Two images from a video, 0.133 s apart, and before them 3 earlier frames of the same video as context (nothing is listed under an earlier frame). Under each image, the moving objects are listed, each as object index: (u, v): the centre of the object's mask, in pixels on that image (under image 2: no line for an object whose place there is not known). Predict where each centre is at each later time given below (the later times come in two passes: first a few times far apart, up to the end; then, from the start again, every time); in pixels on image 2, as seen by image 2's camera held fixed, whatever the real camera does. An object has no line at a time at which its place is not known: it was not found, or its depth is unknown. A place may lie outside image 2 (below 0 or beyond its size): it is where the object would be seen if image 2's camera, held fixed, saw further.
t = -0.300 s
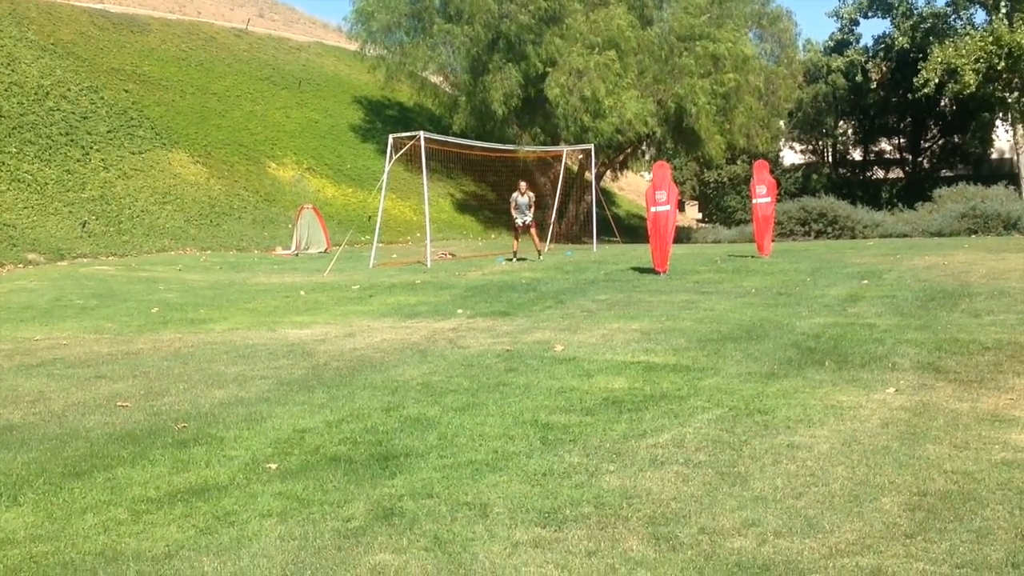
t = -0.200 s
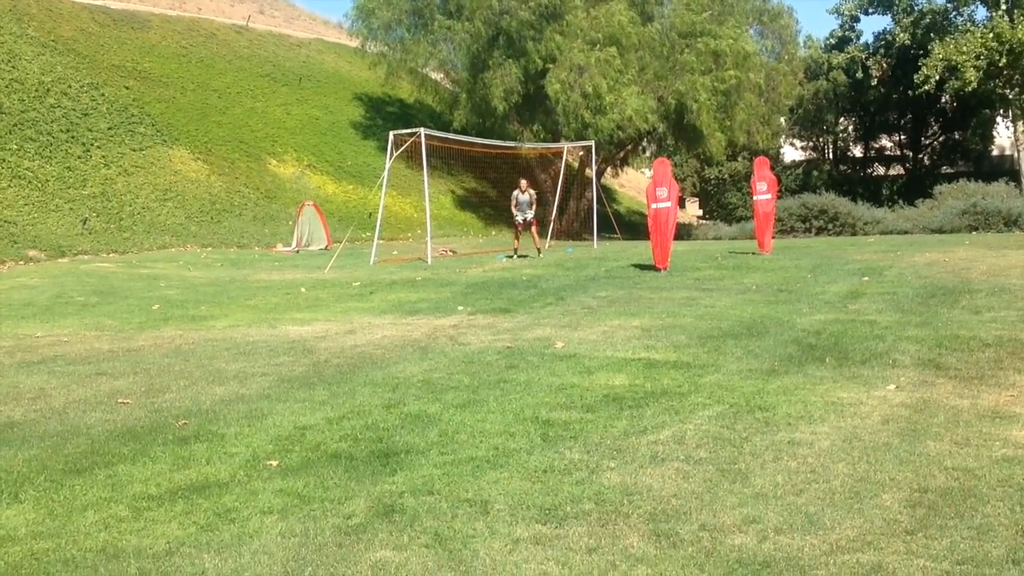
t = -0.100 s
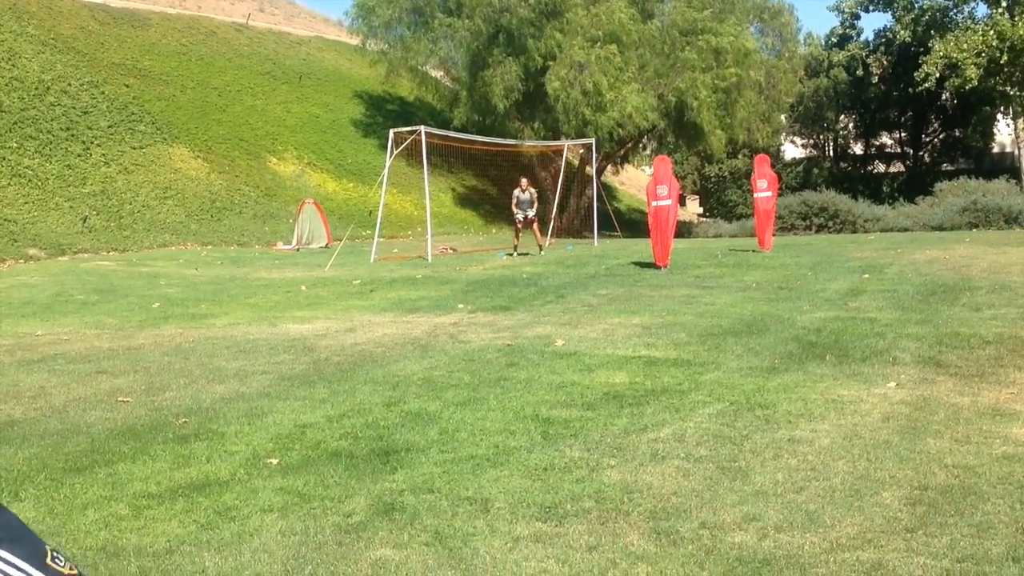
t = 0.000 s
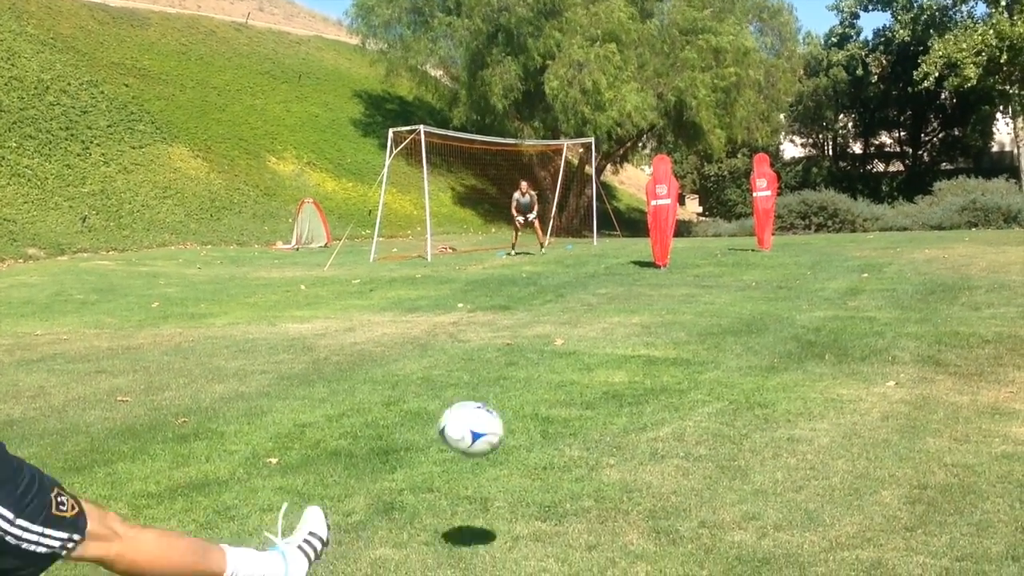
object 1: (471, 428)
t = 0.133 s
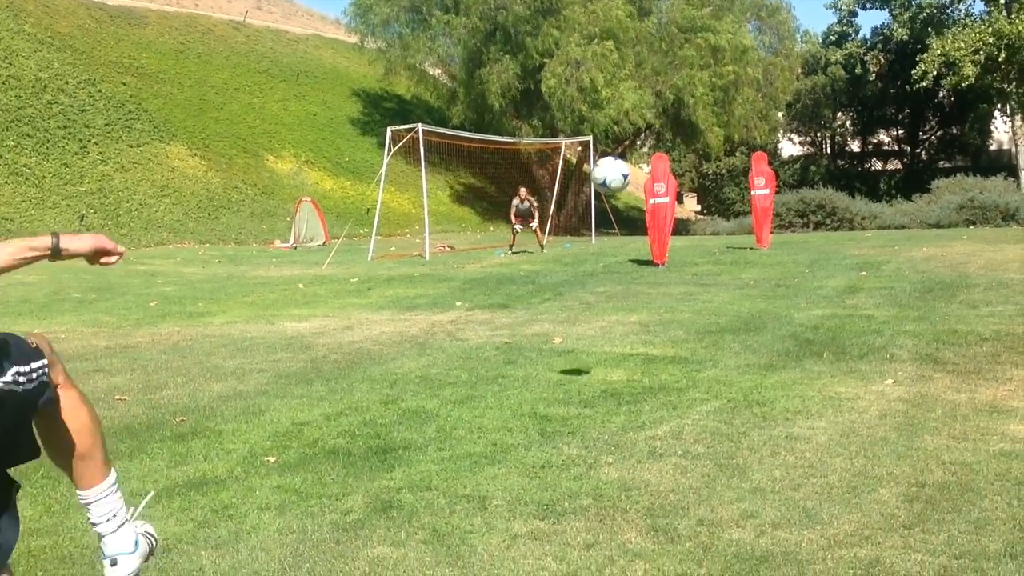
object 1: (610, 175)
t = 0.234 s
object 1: (651, 99)
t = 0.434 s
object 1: (679, 55)
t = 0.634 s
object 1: (679, 64)
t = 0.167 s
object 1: (628, 142)
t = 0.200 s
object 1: (641, 118)
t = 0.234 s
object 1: (651, 99)
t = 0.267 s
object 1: (659, 84)
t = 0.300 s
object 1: (665, 73)
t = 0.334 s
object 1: (671, 66)
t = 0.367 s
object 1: (674, 60)
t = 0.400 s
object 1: (677, 57)
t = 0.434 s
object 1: (679, 55)
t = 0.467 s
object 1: (680, 54)
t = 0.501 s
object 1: (680, 54)
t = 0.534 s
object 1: (681, 55)
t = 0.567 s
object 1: (680, 57)
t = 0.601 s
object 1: (679, 61)
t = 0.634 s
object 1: (679, 64)
